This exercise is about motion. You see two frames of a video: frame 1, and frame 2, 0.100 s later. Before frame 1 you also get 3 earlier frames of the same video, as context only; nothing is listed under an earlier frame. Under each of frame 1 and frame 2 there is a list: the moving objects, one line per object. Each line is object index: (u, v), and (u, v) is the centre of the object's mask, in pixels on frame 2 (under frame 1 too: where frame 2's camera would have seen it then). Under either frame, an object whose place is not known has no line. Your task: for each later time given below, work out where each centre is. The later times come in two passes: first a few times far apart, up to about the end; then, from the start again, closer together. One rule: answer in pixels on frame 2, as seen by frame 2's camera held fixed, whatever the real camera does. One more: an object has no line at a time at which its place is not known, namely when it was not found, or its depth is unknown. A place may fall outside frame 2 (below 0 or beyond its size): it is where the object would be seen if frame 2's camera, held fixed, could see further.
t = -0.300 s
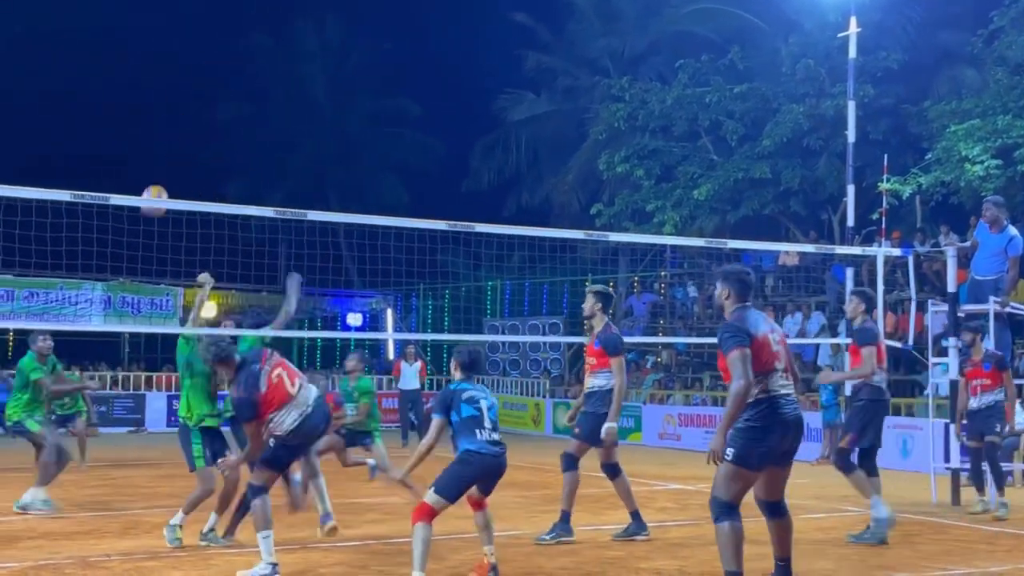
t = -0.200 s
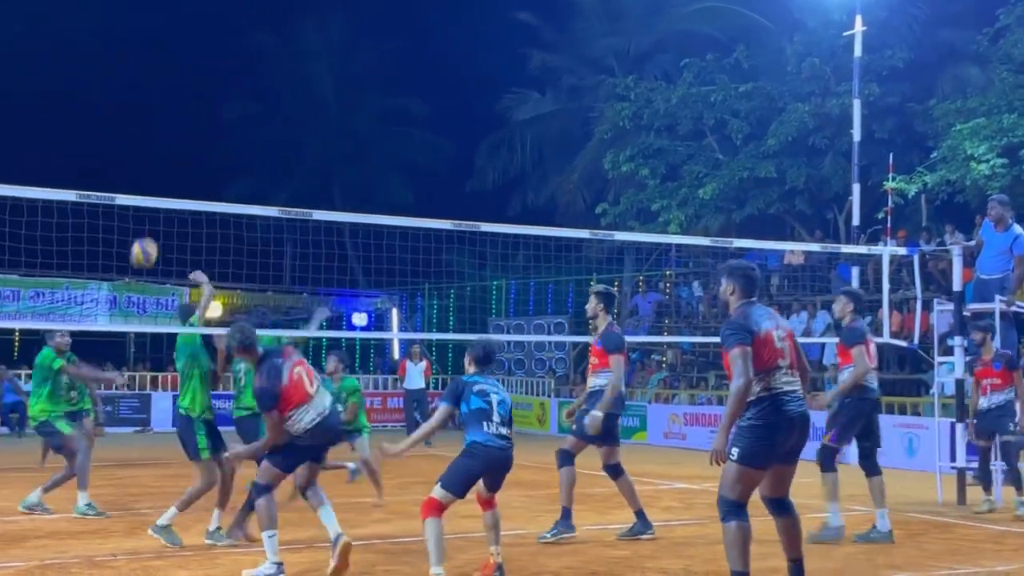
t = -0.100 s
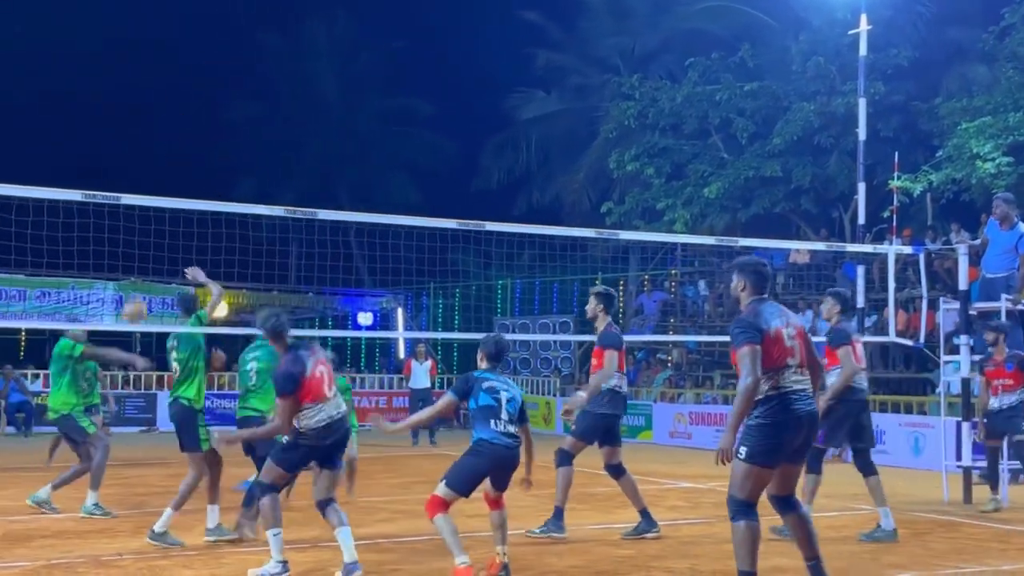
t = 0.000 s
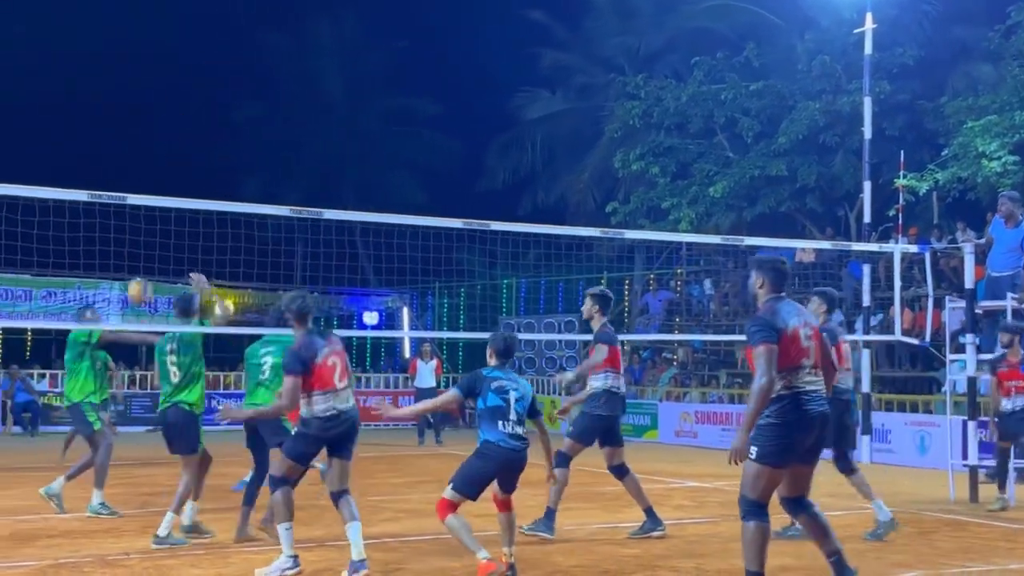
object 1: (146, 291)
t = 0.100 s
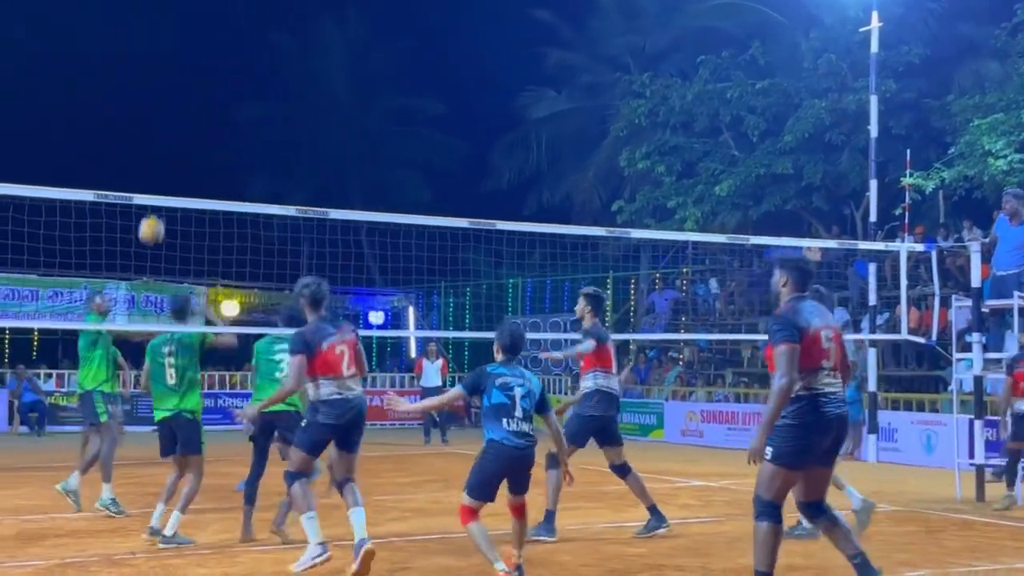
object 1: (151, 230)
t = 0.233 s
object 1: (159, 160)
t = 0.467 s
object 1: (170, 83)
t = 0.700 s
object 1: (181, 67)
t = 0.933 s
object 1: (191, 115)
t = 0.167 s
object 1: (156, 187)
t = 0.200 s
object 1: (157, 176)
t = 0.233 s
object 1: (159, 160)
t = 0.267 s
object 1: (160, 145)
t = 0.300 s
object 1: (162, 132)
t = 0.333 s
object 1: (163, 120)
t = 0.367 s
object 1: (165, 110)
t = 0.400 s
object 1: (167, 100)
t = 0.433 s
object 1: (169, 91)
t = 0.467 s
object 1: (170, 83)
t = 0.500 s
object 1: (172, 77)
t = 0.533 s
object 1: (173, 72)
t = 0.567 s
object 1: (174, 68)
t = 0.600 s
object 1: (176, 66)
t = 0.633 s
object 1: (177, 65)
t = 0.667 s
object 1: (179, 65)
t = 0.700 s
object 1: (181, 67)
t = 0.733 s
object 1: (183, 69)
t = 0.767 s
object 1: (184, 73)
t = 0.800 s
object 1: (186, 78)
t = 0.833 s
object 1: (187, 85)
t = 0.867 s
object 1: (188, 94)
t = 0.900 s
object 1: (190, 104)
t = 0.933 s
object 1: (191, 115)
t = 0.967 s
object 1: (193, 127)
